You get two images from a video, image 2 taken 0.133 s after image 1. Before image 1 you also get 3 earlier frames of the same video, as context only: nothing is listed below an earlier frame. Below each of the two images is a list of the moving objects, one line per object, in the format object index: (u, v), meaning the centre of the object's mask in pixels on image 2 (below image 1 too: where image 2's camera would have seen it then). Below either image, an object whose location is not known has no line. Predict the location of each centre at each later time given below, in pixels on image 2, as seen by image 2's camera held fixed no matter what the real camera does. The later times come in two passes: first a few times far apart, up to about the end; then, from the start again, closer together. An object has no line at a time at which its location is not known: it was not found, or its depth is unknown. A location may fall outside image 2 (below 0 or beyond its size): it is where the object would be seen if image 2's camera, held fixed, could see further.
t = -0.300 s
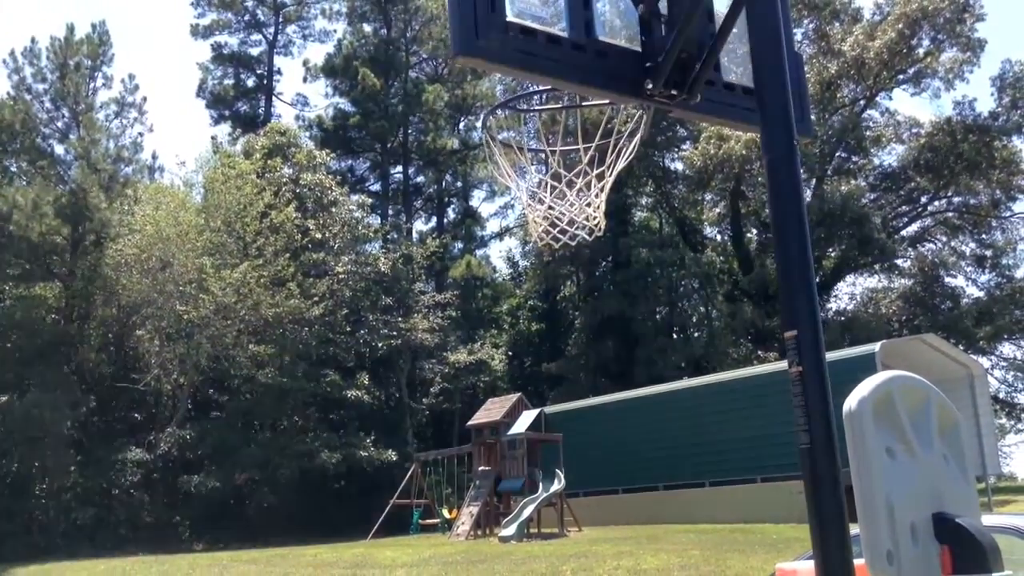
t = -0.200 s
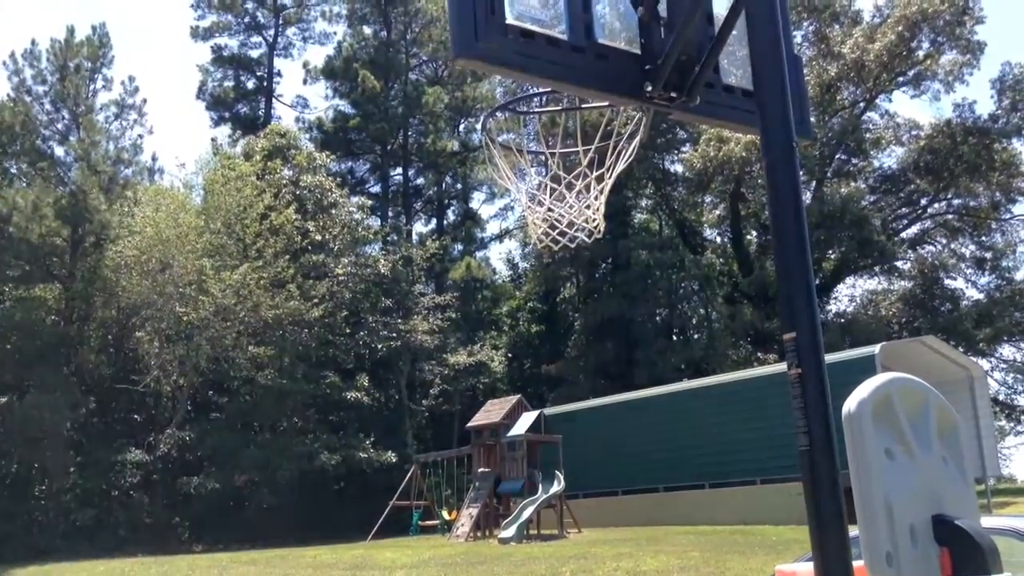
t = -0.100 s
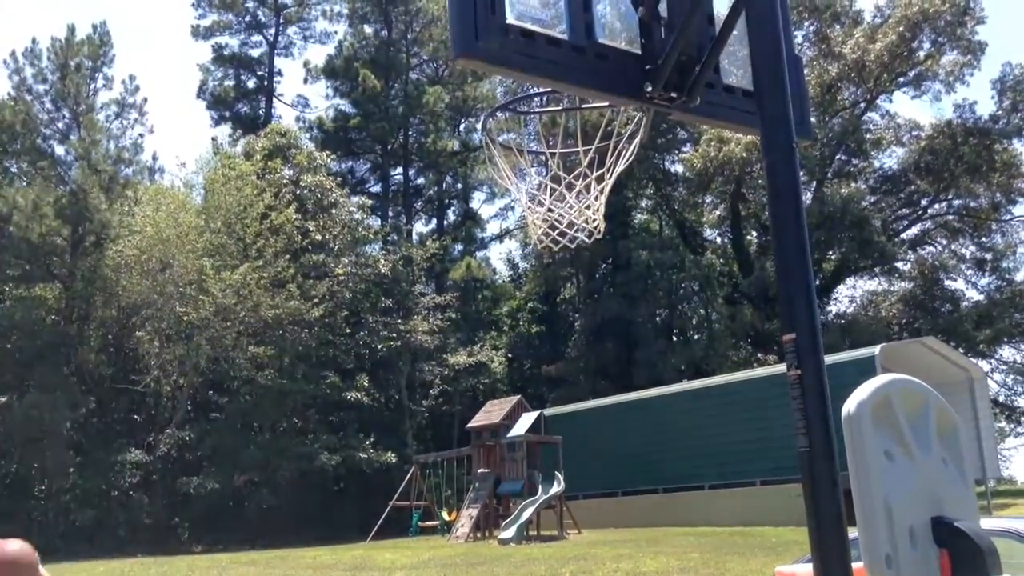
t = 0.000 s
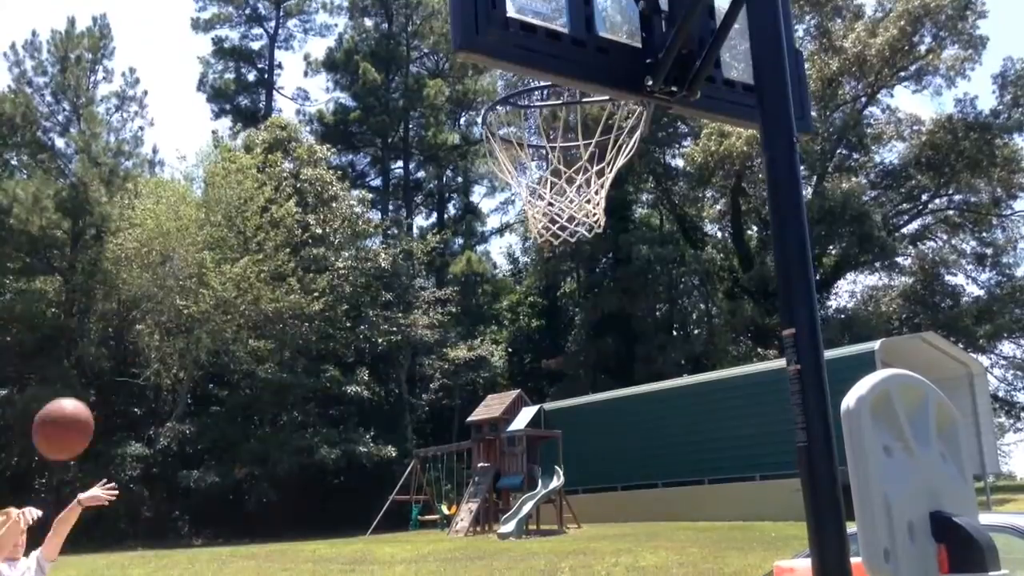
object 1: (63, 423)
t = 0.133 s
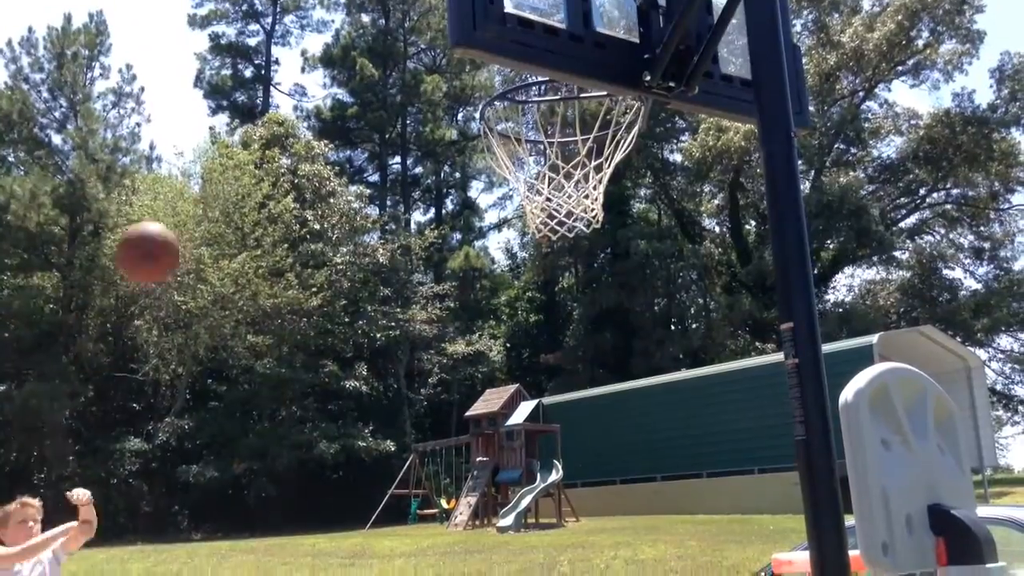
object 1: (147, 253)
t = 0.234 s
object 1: (216, 142)
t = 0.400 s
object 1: (349, 6)
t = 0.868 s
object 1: (417, 68)
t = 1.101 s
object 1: (273, 168)
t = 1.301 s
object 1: (143, 369)
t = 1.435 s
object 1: (54, 555)
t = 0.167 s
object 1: (170, 215)
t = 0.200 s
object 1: (193, 179)
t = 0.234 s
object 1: (216, 142)
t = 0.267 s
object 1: (241, 107)
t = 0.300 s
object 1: (265, 75)
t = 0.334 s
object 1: (292, 42)
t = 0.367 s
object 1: (320, 19)
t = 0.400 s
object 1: (349, 6)
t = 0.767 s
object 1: (471, 69)
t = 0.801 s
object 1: (457, 78)
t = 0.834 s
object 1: (437, 70)
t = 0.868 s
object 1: (417, 68)
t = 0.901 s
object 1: (397, 73)
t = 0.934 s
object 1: (375, 82)
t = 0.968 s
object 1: (354, 93)
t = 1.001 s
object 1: (334, 107)
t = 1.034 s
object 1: (312, 125)
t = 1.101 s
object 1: (273, 168)
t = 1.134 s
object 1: (252, 194)
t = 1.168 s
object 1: (229, 220)
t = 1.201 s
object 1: (209, 253)
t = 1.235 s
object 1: (187, 289)
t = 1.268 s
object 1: (165, 326)
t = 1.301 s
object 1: (143, 369)
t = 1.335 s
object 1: (120, 414)
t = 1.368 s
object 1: (96, 464)
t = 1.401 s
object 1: (74, 515)
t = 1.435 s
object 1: (54, 555)
